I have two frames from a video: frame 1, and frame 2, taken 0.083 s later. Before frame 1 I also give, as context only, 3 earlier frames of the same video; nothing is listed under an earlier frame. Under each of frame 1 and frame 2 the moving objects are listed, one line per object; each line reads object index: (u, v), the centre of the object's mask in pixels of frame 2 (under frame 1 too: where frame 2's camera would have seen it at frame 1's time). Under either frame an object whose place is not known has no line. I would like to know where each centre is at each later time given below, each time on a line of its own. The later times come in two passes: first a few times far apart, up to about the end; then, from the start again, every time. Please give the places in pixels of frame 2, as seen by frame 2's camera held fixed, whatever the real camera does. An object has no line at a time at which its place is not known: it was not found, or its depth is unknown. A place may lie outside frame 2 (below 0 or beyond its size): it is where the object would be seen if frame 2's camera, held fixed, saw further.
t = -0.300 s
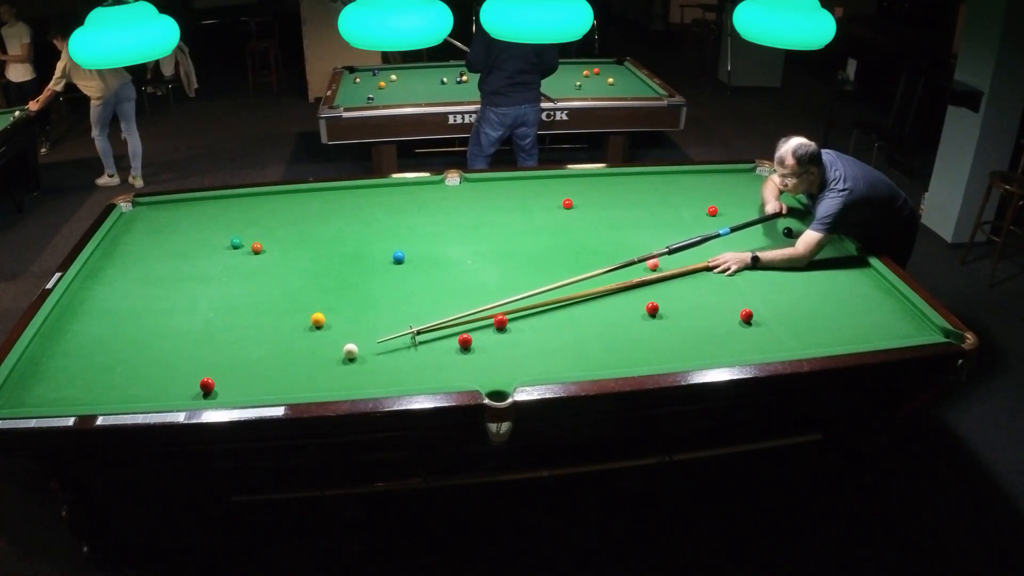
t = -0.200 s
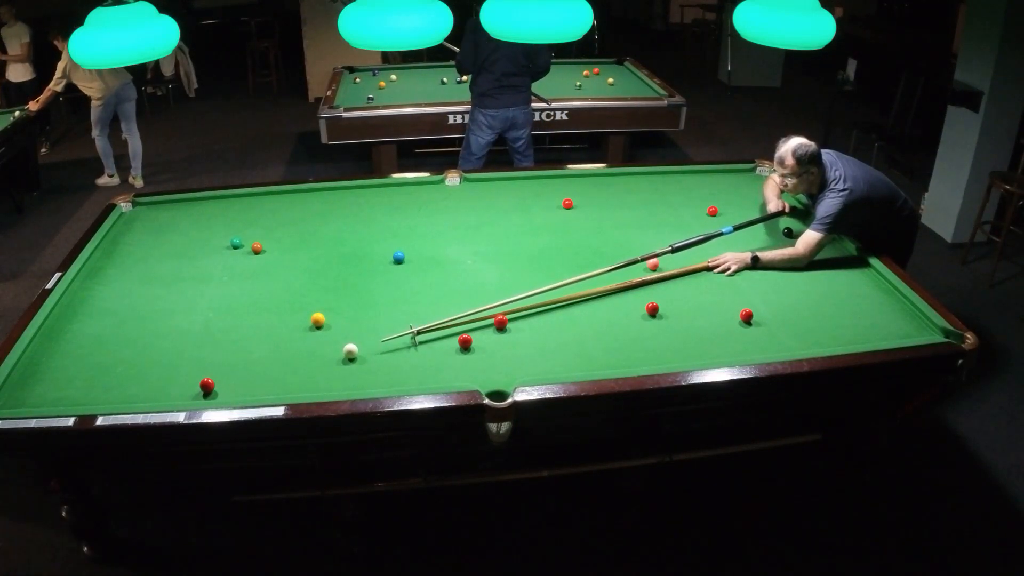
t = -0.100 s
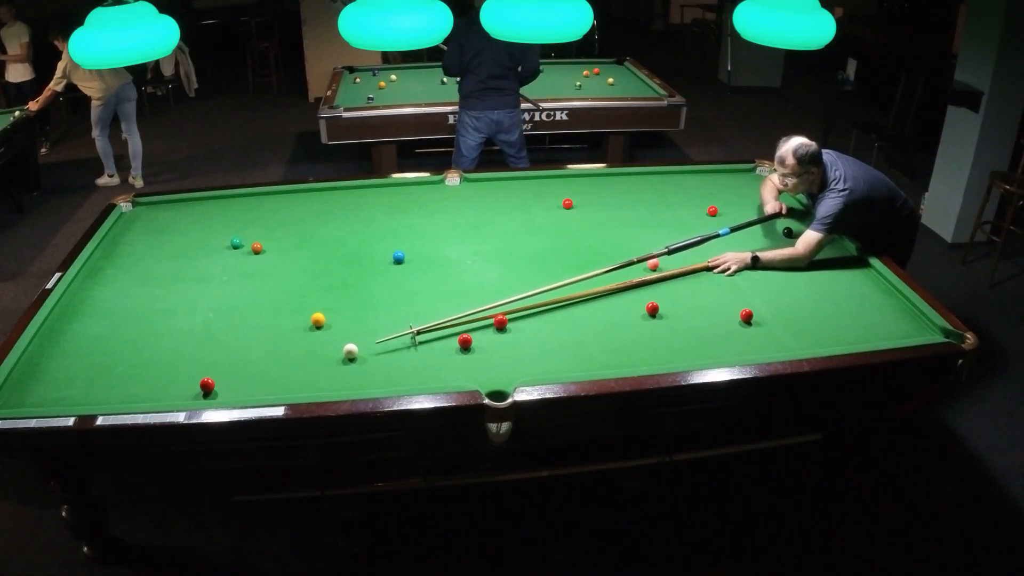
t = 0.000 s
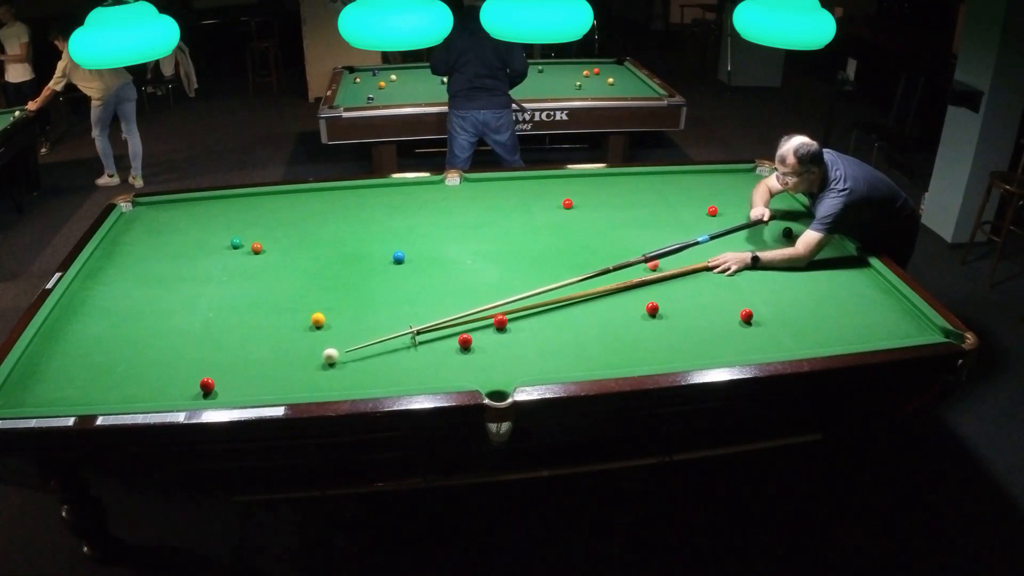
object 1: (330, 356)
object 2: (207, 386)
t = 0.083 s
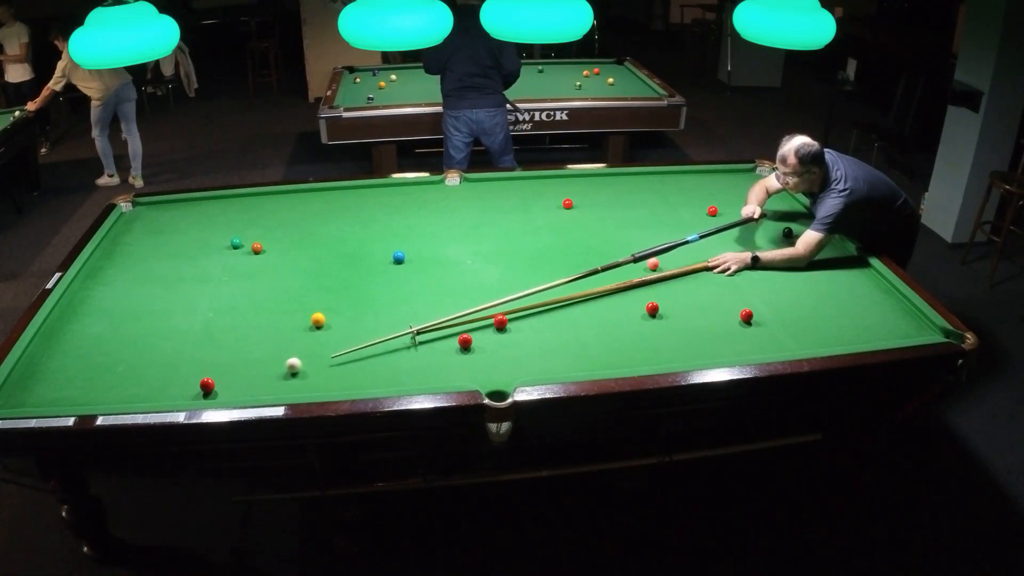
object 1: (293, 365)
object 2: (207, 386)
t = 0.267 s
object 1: (222, 384)
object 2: (198, 386)
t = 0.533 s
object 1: (199, 396)
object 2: (120, 396)
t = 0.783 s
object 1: (192, 390)
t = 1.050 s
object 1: (186, 383)
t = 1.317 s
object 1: (181, 377)
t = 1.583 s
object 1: (177, 372)
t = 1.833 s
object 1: (174, 368)
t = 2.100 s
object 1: (171, 364)
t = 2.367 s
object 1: (170, 362)
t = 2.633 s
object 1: (169, 361)
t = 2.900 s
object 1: (168, 360)
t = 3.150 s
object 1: (168, 360)
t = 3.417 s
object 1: (168, 360)
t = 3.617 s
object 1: (168, 360)
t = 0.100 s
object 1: (286, 367)
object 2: (207, 386)
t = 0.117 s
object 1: (279, 369)
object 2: (207, 386)
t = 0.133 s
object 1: (271, 371)
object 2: (207, 386)
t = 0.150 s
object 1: (264, 373)
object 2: (207, 386)
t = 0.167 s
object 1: (257, 375)
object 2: (207, 386)
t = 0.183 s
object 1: (249, 376)
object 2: (207, 386)
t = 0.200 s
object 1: (242, 378)
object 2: (207, 385)
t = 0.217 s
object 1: (235, 380)
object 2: (207, 386)
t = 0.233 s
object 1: (228, 382)
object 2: (207, 386)
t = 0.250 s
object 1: (222, 383)
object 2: (205, 386)
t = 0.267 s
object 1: (222, 384)
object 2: (198, 386)
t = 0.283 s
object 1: (221, 385)
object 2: (192, 387)
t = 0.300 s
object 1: (220, 386)
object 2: (186, 388)
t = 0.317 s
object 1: (219, 387)
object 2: (180, 389)
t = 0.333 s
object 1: (218, 388)
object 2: (175, 389)
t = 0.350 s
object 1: (216, 389)
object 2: (169, 390)
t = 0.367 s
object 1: (215, 390)
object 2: (165, 391)
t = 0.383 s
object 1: (213, 392)
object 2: (160, 392)
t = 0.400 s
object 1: (211, 392)
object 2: (155, 392)
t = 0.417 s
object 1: (209, 393)
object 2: (151, 393)
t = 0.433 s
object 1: (207, 394)
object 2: (146, 393)
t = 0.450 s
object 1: (205, 394)
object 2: (142, 394)
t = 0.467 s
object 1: (203, 395)
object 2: (138, 394)
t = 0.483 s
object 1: (201, 396)
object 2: (133, 394)
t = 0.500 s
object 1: (199, 396)
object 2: (129, 395)
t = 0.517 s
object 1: (199, 396)
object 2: (124, 395)
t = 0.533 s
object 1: (199, 396)
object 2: (120, 396)
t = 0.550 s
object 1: (198, 395)
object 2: (116, 396)
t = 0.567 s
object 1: (197, 395)
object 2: (111, 397)
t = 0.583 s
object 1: (197, 395)
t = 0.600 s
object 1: (196, 395)
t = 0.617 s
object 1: (196, 394)
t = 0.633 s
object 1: (195, 394)
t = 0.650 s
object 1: (195, 394)
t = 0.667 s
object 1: (195, 393)
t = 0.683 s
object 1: (194, 393)
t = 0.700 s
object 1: (194, 393)
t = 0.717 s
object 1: (193, 392)
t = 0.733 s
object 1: (193, 392)
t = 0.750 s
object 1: (192, 392)
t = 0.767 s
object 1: (192, 391)
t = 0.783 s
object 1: (192, 390)
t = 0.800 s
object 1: (191, 390)
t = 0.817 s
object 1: (191, 390)
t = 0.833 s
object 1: (190, 389)
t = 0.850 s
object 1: (190, 389)
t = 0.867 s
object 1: (189, 388)
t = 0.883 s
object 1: (189, 388)
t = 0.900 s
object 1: (189, 387)
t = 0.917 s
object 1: (188, 387)
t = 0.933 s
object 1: (188, 386)
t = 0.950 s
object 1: (188, 386)
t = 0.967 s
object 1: (187, 385)
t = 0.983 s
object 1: (187, 385)
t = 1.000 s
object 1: (187, 384)
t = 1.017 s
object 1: (186, 384)
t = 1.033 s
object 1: (186, 384)
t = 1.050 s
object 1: (186, 383)
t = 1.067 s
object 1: (185, 383)
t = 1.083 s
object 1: (185, 382)
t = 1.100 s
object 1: (185, 382)
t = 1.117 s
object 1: (184, 381)
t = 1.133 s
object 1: (184, 381)
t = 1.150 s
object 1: (184, 381)
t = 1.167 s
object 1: (183, 380)
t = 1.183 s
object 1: (183, 380)
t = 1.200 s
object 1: (183, 379)
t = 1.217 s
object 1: (183, 379)
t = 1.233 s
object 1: (182, 379)
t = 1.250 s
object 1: (182, 378)
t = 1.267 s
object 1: (182, 378)
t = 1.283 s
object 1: (181, 377)
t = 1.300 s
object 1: (181, 377)
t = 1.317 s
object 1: (181, 377)
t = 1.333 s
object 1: (181, 376)
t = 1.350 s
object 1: (180, 376)
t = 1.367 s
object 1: (180, 376)
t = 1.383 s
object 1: (180, 375)
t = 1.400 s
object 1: (180, 375)
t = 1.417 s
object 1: (180, 375)
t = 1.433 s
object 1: (179, 374)
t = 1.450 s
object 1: (179, 374)
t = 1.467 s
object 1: (179, 374)
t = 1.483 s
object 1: (178, 373)
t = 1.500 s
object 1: (178, 373)
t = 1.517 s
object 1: (178, 373)
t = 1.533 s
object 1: (178, 373)
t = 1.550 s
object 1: (178, 372)
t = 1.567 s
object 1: (177, 372)
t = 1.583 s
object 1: (177, 372)
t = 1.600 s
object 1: (177, 371)
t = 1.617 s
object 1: (177, 371)
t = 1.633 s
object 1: (177, 371)
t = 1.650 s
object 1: (176, 371)
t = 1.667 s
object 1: (176, 370)
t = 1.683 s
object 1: (176, 370)
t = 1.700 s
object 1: (176, 370)
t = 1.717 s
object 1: (176, 369)
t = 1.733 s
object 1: (175, 369)
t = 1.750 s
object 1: (175, 369)
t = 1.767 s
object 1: (175, 369)
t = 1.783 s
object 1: (175, 368)
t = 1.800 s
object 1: (175, 368)
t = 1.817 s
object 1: (175, 368)
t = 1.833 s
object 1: (174, 368)
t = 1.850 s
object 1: (174, 367)
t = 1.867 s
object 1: (174, 367)
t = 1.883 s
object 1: (174, 367)
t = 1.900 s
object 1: (174, 367)
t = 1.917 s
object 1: (173, 366)
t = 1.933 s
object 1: (173, 366)
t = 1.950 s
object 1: (173, 366)
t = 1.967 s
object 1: (173, 366)
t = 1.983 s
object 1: (173, 366)
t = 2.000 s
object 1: (173, 365)
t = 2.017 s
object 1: (172, 365)
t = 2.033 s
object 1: (172, 365)
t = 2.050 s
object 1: (172, 365)
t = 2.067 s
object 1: (172, 365)
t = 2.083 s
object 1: (172, 365)
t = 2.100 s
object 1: (171, 364)
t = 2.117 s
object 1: (171, 364)
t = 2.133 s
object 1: (171, 364)
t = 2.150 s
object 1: (171, 364)
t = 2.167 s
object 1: (171, 364)
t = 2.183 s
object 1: (171, 363)
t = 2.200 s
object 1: (171, 363)
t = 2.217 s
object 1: (170, 363)
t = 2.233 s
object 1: (170, 363)
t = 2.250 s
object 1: (170, 363)
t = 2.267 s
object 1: (170, 363)
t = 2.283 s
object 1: (170, 363)
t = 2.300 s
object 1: (170, 363)
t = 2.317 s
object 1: (170, 362)
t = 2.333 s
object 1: (170, 362)
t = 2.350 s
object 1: (170, 362)
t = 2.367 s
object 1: (170, 362)
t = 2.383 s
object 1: (169, 362)
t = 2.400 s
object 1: (169, 362)
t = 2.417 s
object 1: (169, 362)
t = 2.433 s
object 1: (169, 362)
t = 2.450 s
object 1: (169, 362)
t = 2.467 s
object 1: (169, 361)
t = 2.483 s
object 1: (169, 361)
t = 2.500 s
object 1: (169, 361)
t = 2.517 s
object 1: (169, 361)
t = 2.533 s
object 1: (169, 361)
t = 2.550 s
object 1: (169, 361)
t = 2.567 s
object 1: (169, 361)
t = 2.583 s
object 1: (169, 361)
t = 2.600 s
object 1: (169, 361)
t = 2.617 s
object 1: (169, 361)
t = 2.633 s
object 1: (169, 361)
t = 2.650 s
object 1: (169, 360)
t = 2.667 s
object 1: (169, 360)
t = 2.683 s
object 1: (168, 360)
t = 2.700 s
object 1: (168, 360)
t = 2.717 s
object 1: (168, 360)
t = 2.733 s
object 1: (168, 360)
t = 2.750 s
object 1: (168, 360)
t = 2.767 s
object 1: (168, 360)
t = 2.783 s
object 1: (168, 360)
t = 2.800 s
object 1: (168, 360)
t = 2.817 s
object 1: (168, 360)
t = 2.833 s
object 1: (168, 360)
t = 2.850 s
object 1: (168, 360)
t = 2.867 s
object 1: (168, 360)
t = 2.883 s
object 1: (168, 360)
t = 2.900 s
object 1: (168, 360)
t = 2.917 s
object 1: (168, 360)
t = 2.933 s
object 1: (168, 360)
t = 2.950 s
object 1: (168, 360)
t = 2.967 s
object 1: (168, 360)
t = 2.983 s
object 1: (168, 360)
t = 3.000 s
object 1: (168, 360)
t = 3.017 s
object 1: (168, 360)
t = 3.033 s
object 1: (168, 360)
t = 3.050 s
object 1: (168, 360)
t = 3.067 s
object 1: (168, 360)
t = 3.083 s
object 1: (168, 360)
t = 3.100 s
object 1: (168, 360)
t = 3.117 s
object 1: (168, 360)
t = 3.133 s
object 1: (168, 360)
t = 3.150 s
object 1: (168, 360)
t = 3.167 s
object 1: (168, 360)
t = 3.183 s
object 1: (168, 360)
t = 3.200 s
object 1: (168, 360)
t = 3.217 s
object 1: (168, 360)
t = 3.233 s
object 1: (168, 360)
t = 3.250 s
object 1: (168, 360)
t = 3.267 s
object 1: (168, 360)
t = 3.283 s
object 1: (168, 360)
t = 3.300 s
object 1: (168, 360)
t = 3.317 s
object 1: (168, 360)
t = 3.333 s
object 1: (168, 360)
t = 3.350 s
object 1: (168, 360)
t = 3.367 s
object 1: (168, 360)
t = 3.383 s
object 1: (168, 360)
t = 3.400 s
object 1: (168, 360)
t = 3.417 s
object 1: (168, 360)
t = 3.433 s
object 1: (168, 360)
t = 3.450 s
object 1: (168, 360)
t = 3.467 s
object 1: (168, 360)
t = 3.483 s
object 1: (168, 360)
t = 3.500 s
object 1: (168, 360)
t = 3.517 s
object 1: (168, 360)
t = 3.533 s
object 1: (168, 360)
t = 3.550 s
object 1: (168, 360)
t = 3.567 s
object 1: (168, 360)
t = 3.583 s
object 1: (168, 360)
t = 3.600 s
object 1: (168, 360)
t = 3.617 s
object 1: (168, 360)
